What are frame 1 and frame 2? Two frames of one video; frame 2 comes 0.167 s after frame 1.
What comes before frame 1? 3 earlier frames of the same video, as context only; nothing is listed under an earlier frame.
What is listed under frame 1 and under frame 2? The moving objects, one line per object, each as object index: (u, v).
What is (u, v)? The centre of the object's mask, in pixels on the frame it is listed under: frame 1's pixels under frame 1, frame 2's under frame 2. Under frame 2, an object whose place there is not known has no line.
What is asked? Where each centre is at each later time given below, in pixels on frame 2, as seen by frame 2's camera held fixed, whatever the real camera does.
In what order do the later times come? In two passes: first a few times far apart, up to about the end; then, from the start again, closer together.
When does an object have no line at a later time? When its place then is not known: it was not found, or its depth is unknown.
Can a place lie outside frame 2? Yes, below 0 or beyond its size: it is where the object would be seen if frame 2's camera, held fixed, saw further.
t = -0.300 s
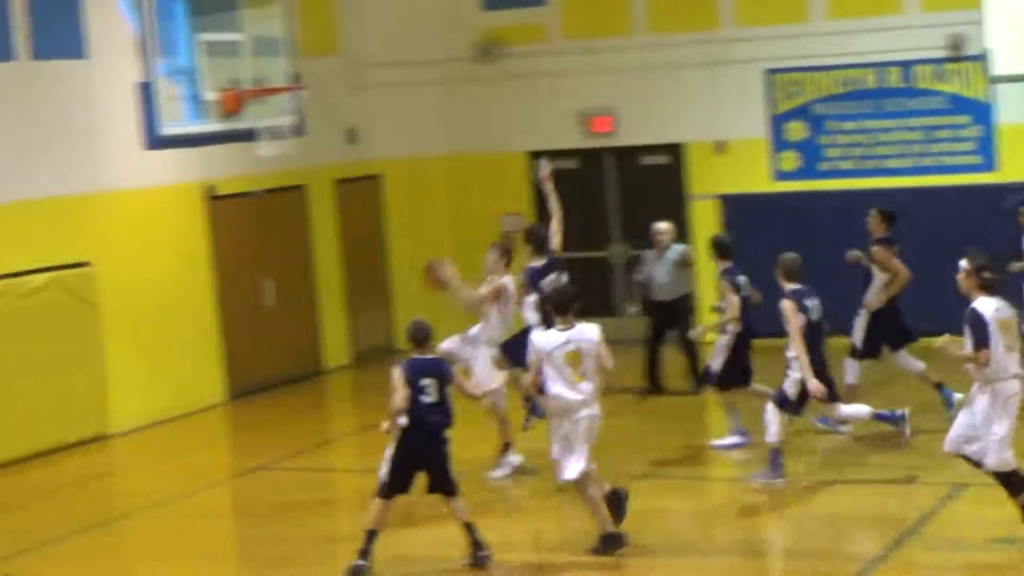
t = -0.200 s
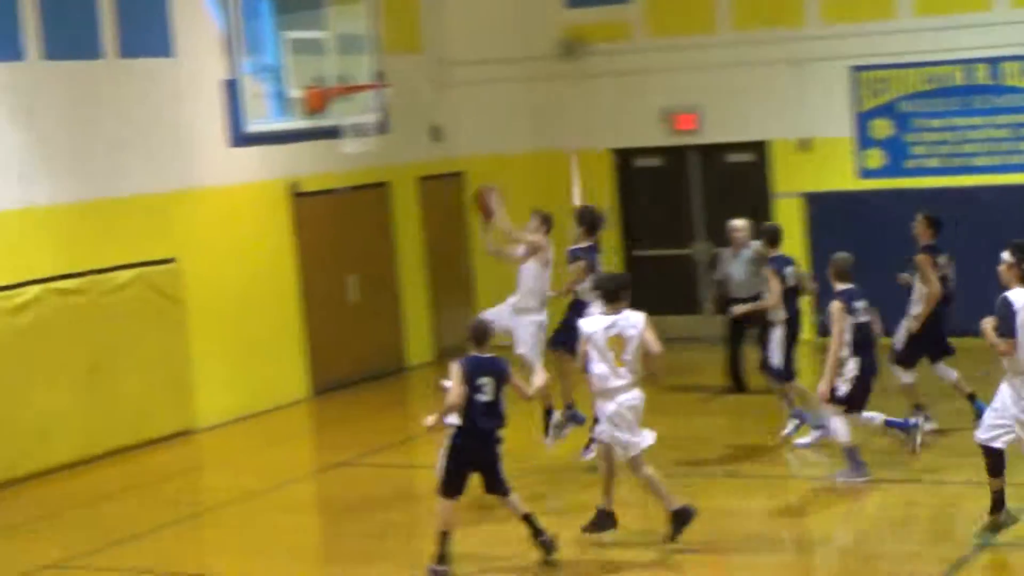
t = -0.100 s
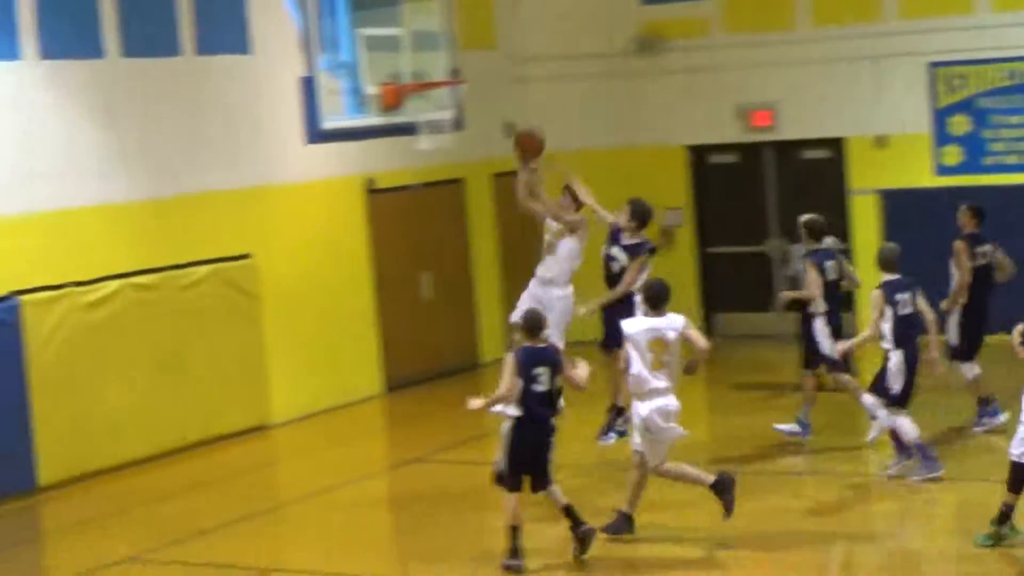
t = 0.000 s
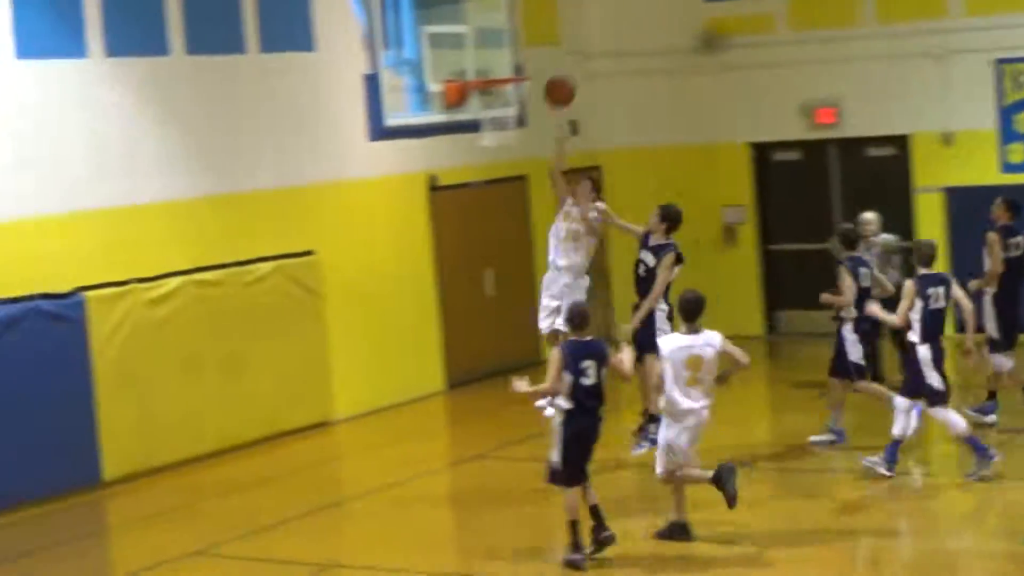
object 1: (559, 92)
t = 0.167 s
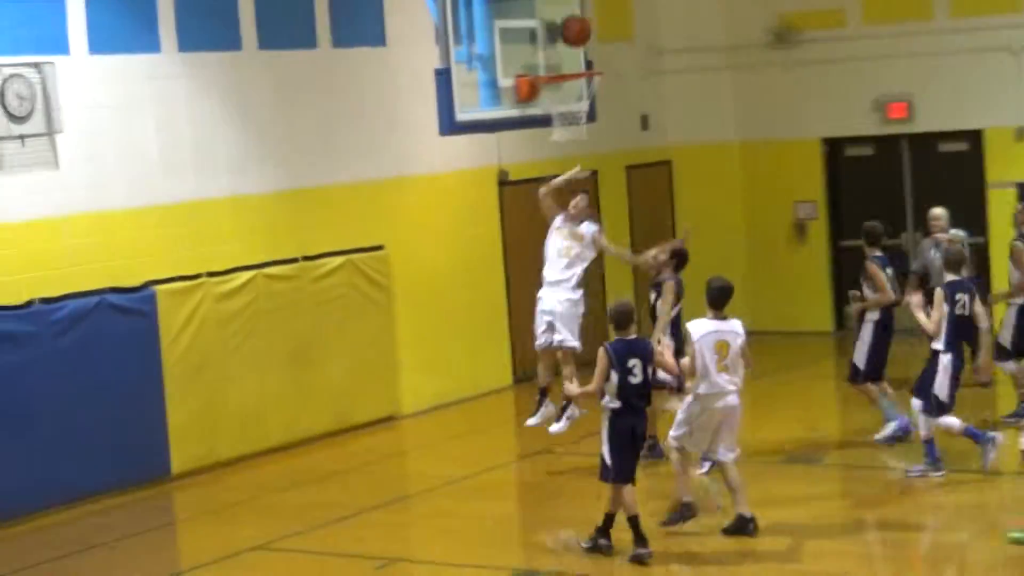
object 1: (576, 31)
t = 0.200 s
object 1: (569, 26)
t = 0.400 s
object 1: (561, 28)
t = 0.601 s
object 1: (567, 63)
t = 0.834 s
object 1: (546, 64)
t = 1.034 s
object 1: (558, 72)
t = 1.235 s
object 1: (575, 102)
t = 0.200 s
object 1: (569, 26)
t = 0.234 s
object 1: (568, 22)
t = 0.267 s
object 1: (566, 20)
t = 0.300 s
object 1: (564, 20)
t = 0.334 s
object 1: (562, 21)
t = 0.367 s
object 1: (562, 23)
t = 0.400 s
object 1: (561, 28)
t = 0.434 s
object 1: (560, 34)
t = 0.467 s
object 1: (560, 41)
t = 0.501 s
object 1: (558, 49)
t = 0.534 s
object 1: (558, 60)
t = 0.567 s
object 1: (562, 63)
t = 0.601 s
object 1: (567, 63)
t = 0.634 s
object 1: (573, 63)
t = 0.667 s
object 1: (580, 65)
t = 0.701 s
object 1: (574, 63)
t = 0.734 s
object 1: (565, 63)
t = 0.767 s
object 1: (558, 63)
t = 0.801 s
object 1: (550, 64)
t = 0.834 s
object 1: (546, 64)
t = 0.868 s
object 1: (548, 62)
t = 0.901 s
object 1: (550, 61)
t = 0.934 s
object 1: (552, 62)
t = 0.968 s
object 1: (554, 62)
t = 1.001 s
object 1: (556, 64)
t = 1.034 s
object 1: (558, 72)
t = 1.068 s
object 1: (558, 74)
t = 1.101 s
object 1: (563, 78)
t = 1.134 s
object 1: (567, 84)
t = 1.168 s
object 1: (570, 91)
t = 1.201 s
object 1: (573, 96)
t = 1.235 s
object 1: (575, 102)
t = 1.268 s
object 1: (577, 109)
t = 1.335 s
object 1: (579, 128)
